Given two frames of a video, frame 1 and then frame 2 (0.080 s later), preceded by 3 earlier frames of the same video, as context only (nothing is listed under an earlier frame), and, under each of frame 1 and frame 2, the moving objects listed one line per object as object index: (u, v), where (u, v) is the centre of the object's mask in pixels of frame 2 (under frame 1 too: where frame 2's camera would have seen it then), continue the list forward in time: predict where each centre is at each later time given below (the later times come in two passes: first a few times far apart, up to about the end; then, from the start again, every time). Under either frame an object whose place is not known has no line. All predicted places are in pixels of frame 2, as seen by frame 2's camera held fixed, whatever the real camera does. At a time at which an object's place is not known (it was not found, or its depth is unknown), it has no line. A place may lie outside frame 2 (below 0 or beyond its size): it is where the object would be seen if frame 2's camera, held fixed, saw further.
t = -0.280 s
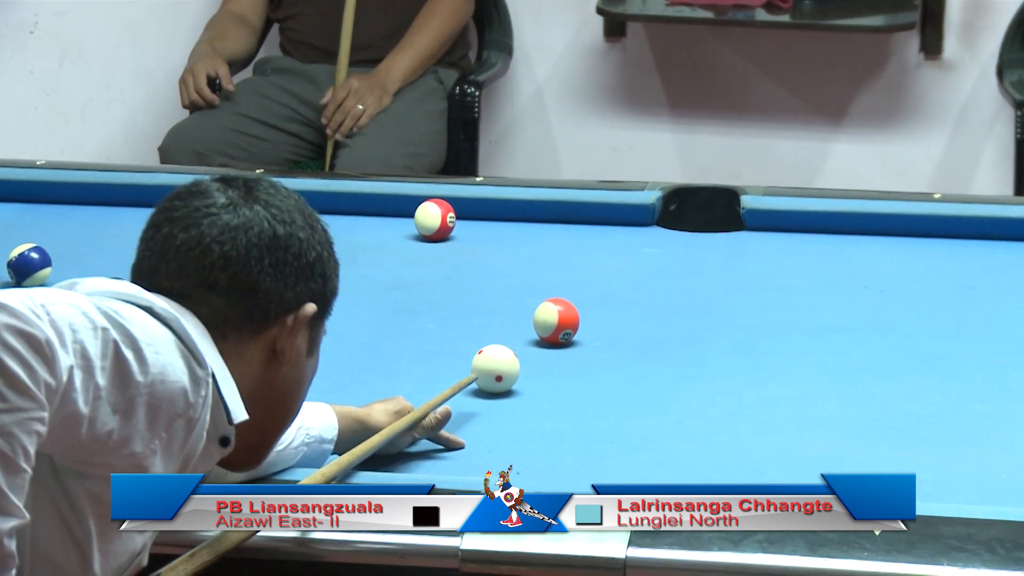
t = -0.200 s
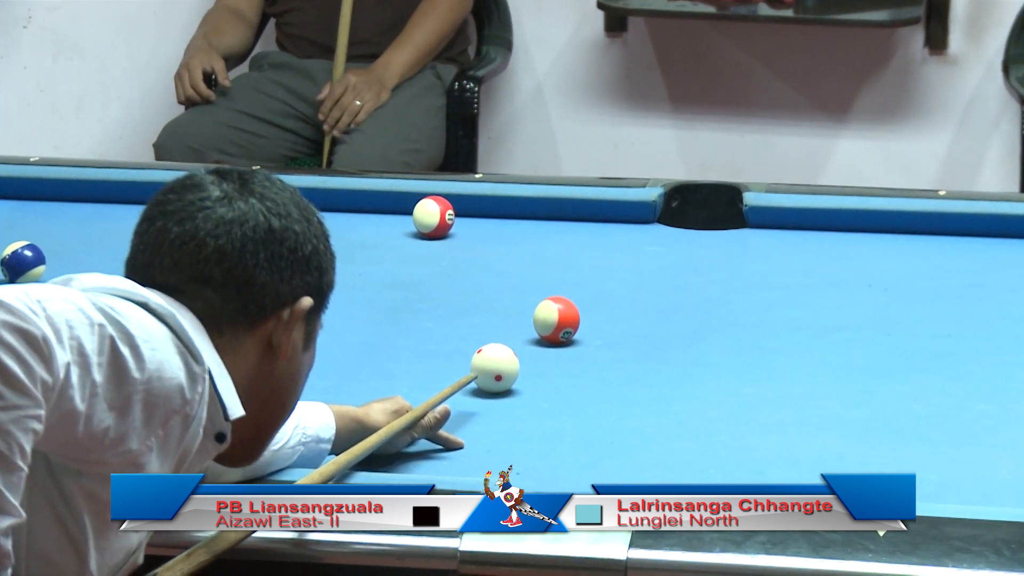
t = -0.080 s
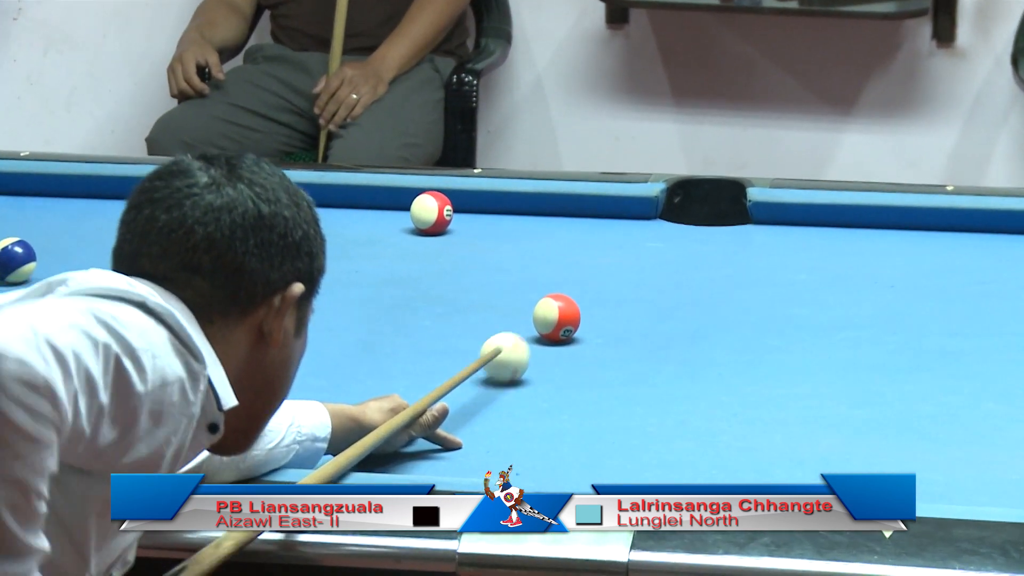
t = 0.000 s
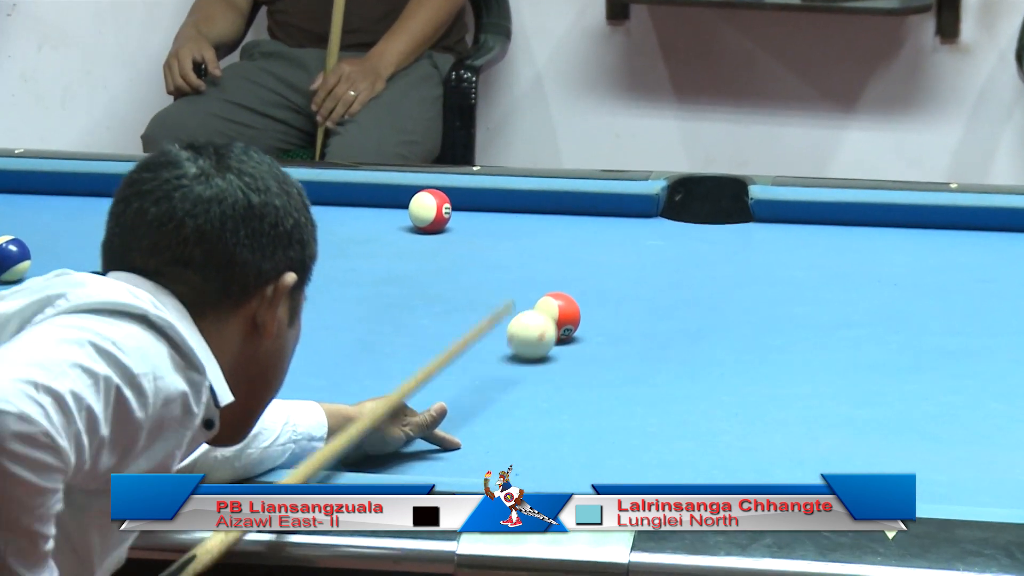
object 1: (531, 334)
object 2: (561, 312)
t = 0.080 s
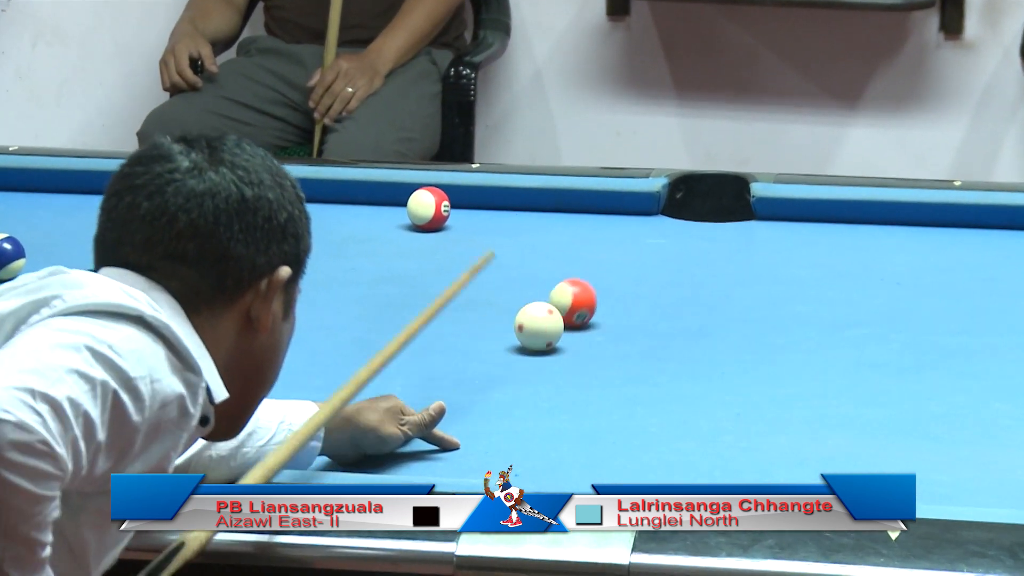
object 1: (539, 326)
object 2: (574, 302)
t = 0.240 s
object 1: (546, 317)
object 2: (608, 277)
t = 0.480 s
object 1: (557, 304)
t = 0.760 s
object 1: (566, 290)
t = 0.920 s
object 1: (570, 283)
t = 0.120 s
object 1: (540, 324)
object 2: (583, 296)
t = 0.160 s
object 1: (542, 322)
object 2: (592, 289)
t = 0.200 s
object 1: (544, 319)
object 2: (600, 283)
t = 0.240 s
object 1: (546, 317)
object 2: (608, 277)
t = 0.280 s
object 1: (548, 314)
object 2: (616, 271)
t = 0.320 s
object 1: (550, 312)
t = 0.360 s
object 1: (552, 310)
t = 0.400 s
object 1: (553, 308)
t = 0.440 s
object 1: (555, 306)
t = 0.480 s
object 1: (557, 304)
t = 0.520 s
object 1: (558, 301)
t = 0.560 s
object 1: (560, 299)
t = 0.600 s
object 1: (561, 298)
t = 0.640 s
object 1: (562, 296)
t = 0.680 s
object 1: (563, 294)
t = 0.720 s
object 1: (565, 292)
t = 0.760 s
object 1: (566, 290)
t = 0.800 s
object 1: (567, 289)
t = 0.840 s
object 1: (568, 287)
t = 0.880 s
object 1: (569, 285)
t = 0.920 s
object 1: (570, 283)
